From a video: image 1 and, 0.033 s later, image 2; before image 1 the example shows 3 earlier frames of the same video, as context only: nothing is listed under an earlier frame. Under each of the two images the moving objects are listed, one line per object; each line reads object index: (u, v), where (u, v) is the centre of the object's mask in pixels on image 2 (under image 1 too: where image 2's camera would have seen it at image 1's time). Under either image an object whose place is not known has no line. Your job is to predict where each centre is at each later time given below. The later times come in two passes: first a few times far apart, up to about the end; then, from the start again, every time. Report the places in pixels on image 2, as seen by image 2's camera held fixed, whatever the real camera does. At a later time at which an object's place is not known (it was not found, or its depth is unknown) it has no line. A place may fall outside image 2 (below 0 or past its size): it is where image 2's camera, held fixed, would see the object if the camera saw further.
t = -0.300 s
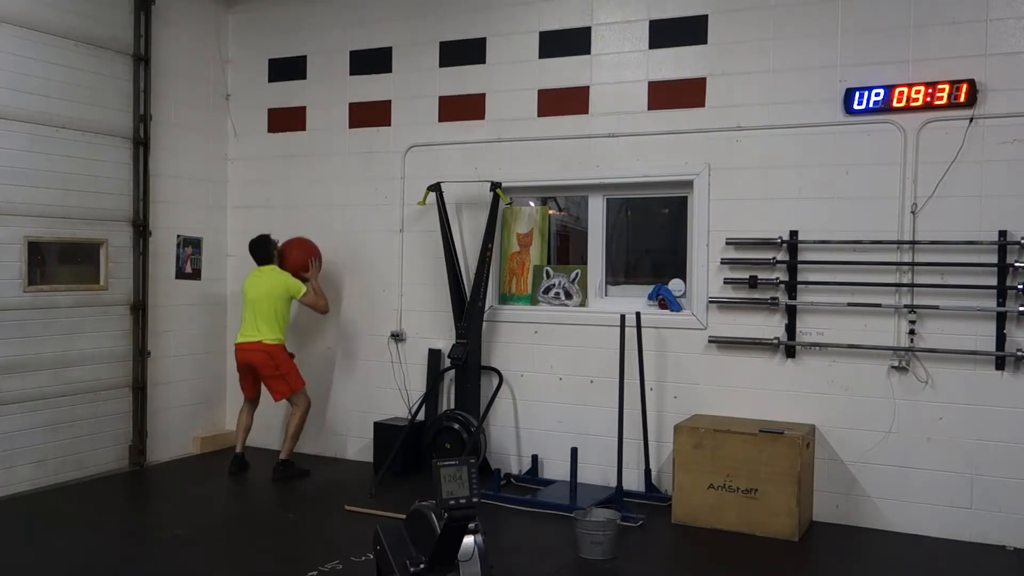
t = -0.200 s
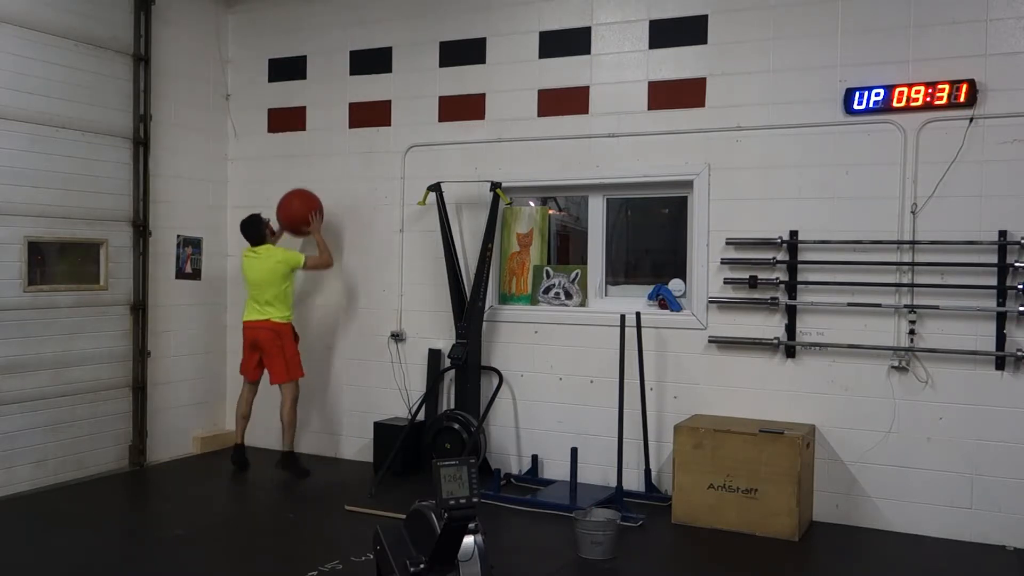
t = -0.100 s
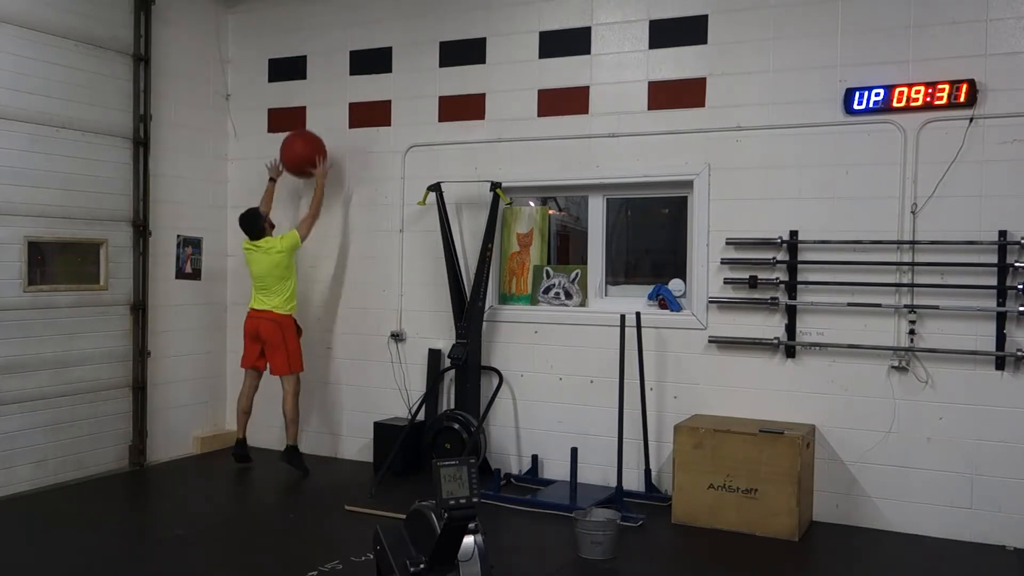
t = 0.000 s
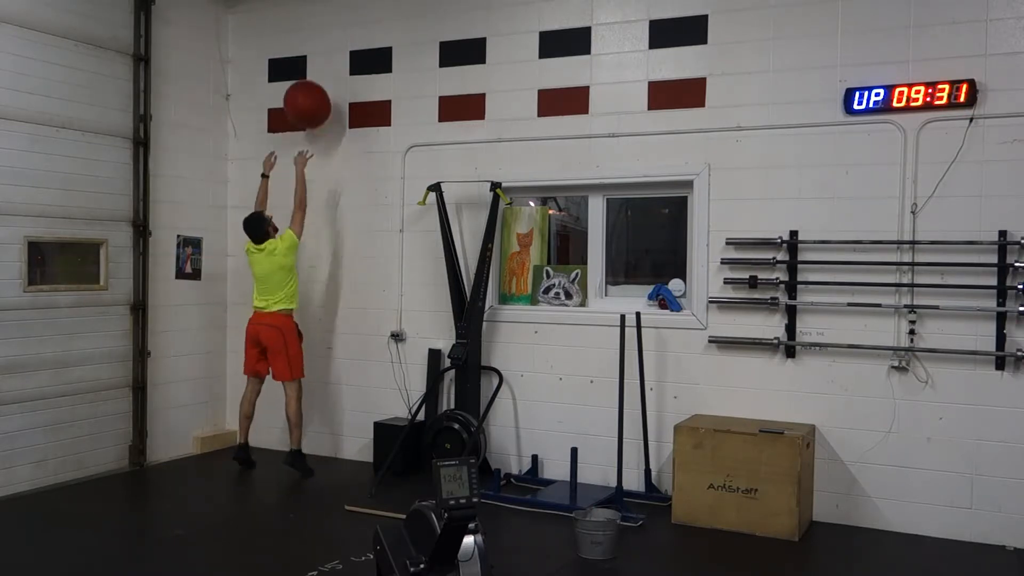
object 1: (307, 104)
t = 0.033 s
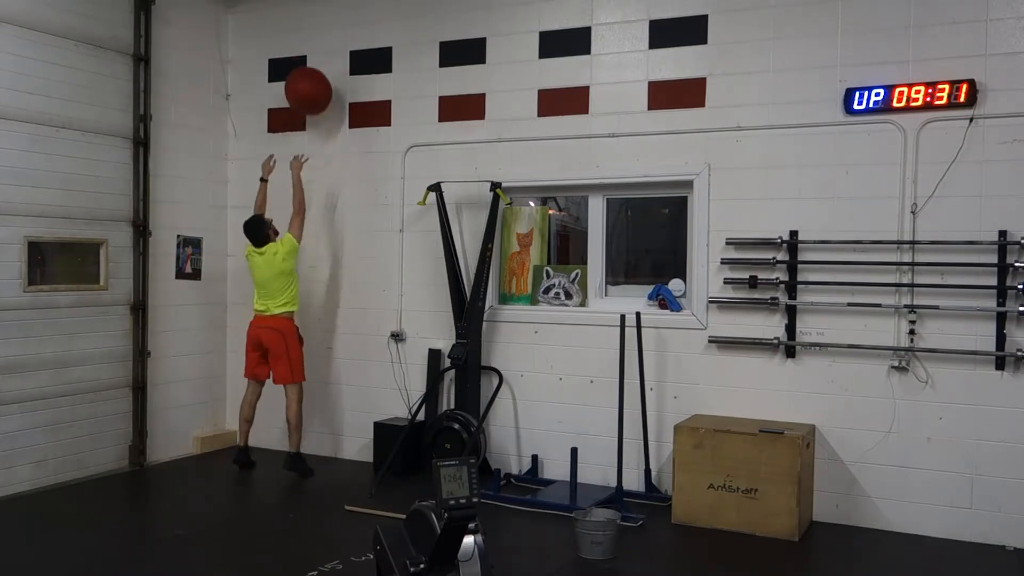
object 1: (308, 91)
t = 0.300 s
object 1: (317, 35)
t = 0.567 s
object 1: (315, 63)
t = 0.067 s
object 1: (309, 79)
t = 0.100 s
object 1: (311, 68)
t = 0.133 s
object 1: (312, 59)
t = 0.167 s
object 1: (313, 51)
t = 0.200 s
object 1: (314, 45)
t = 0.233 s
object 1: (315, 40)
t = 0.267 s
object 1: (316, 36)
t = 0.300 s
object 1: (317, 35)
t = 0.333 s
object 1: (318, 34)
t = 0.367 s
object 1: (319, 35)
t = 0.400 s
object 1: (319, 37)
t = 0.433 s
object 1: (319, 39)
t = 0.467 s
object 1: (318, 43)
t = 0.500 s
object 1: (317, 48)
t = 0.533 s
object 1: (316, 55)
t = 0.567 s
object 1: (315, 63)
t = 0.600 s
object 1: (315, 73)
